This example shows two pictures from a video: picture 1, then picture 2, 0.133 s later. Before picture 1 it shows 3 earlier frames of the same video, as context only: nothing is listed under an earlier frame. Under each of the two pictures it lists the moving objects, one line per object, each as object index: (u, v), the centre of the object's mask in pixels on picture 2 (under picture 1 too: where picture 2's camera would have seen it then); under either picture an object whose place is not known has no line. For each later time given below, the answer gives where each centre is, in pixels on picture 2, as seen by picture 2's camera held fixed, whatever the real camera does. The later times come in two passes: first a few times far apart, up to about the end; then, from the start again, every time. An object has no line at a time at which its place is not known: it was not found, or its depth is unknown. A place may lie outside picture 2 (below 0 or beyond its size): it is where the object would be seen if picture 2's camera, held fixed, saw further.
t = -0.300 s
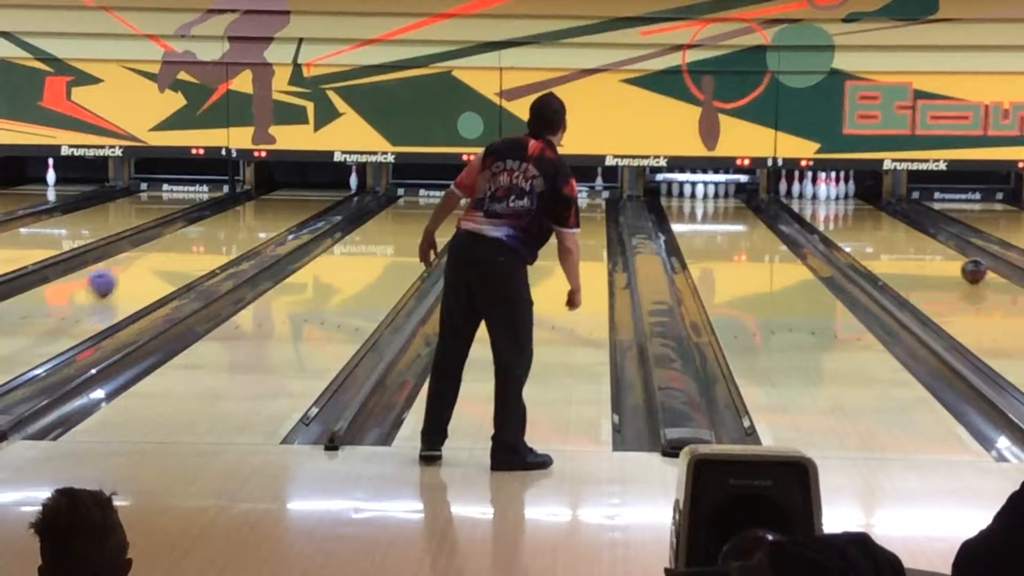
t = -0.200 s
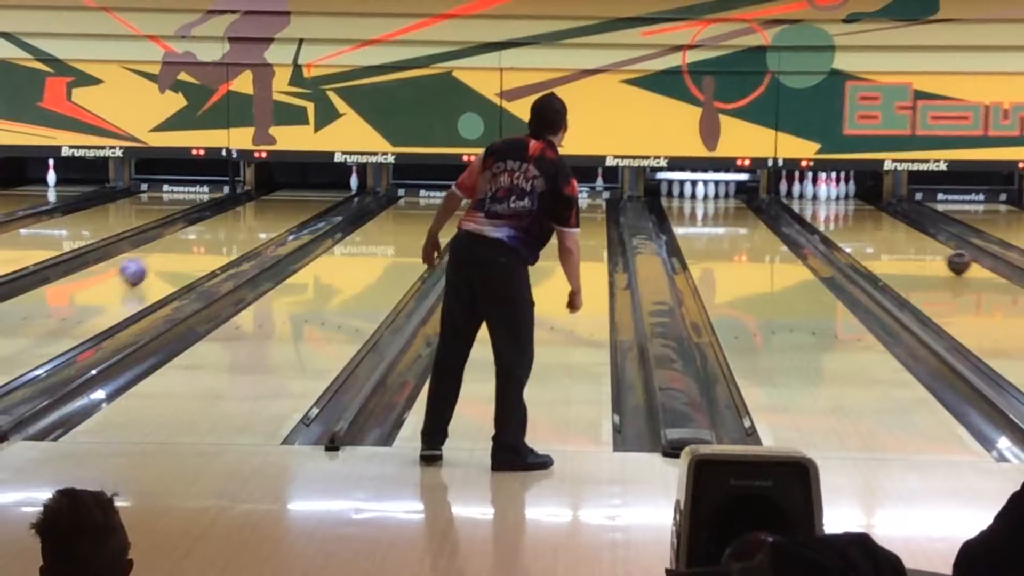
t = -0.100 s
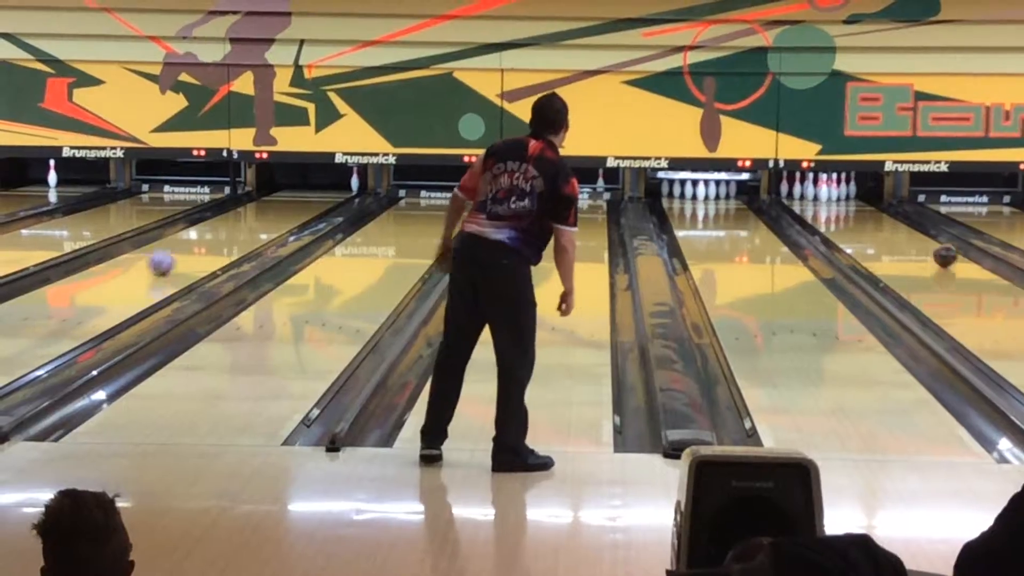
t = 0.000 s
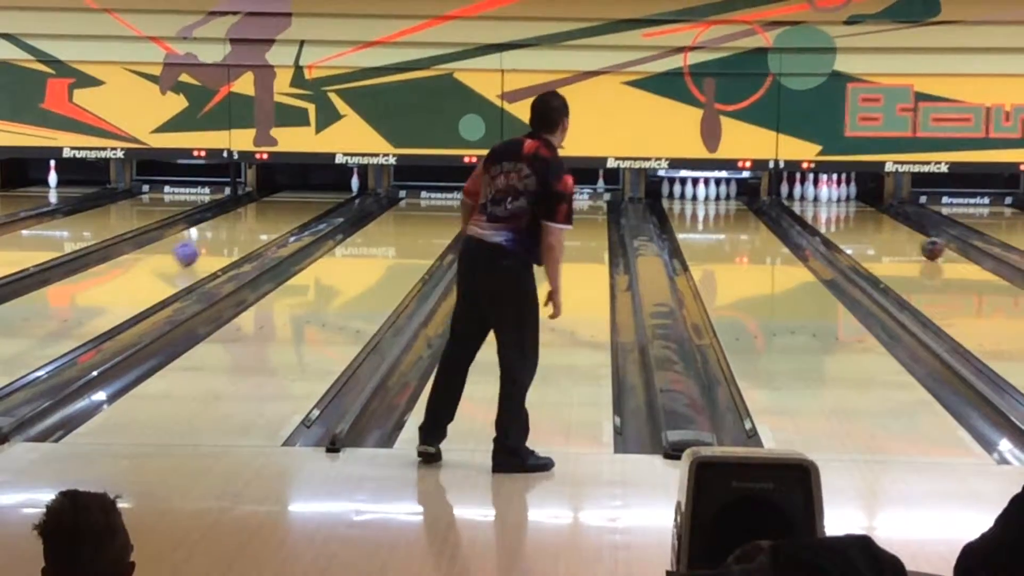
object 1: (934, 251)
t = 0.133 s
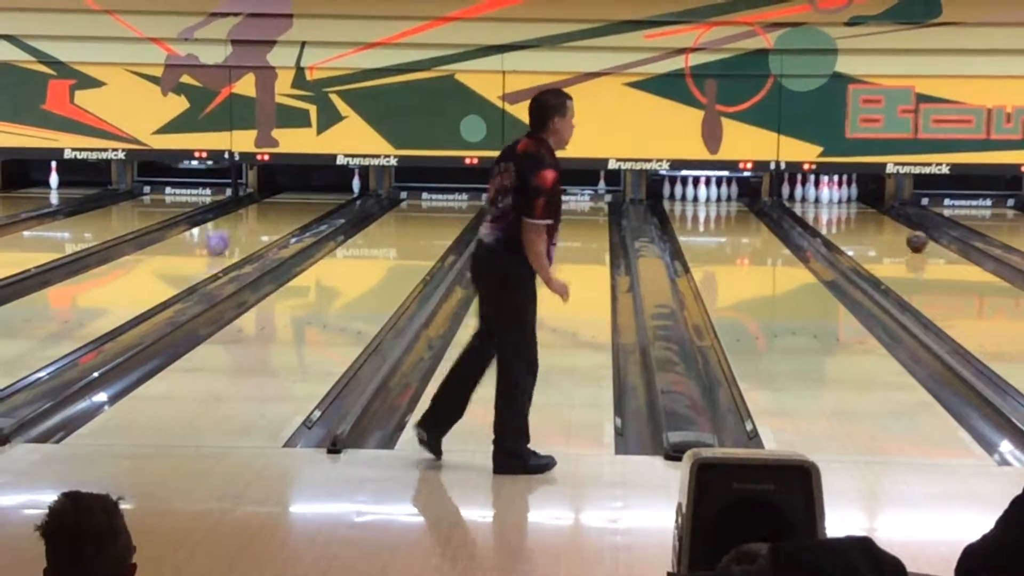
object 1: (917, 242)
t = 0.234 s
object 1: (905, 237)
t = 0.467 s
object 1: (882, 224)
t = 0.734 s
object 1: (857, 212)
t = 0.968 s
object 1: (836, 202)
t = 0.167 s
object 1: (913, 240)
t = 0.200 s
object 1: (909, 239)
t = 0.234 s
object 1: (905, 237)
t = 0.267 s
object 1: (902, 234)
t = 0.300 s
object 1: (898, 232)
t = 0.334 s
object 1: (894, 230)
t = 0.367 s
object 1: (891, 228)
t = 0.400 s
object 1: (889, 227)
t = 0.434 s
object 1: (885, 225)
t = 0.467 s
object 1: (882, 224)
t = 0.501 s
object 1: (879, 222)
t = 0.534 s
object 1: (875, 220)
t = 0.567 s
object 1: (872, 219)
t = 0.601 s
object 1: (867, 217)
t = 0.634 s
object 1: (864, 216)
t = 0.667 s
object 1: (861, 216)
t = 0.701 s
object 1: (859, 213)
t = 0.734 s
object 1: (857, 212)
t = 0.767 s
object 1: (853, 212)
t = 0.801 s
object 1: (850, 208)
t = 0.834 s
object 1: (847, 207)
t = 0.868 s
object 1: (845, 206)
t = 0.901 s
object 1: (841, 204)
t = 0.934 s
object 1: (839, 203)
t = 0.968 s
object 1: (836, 202)
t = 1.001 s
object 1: (834, 201)
